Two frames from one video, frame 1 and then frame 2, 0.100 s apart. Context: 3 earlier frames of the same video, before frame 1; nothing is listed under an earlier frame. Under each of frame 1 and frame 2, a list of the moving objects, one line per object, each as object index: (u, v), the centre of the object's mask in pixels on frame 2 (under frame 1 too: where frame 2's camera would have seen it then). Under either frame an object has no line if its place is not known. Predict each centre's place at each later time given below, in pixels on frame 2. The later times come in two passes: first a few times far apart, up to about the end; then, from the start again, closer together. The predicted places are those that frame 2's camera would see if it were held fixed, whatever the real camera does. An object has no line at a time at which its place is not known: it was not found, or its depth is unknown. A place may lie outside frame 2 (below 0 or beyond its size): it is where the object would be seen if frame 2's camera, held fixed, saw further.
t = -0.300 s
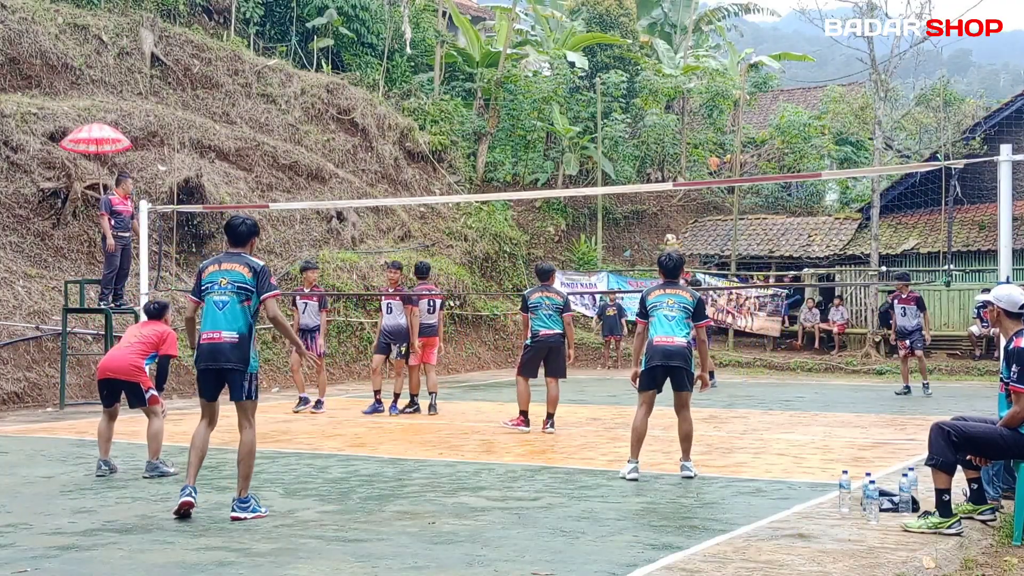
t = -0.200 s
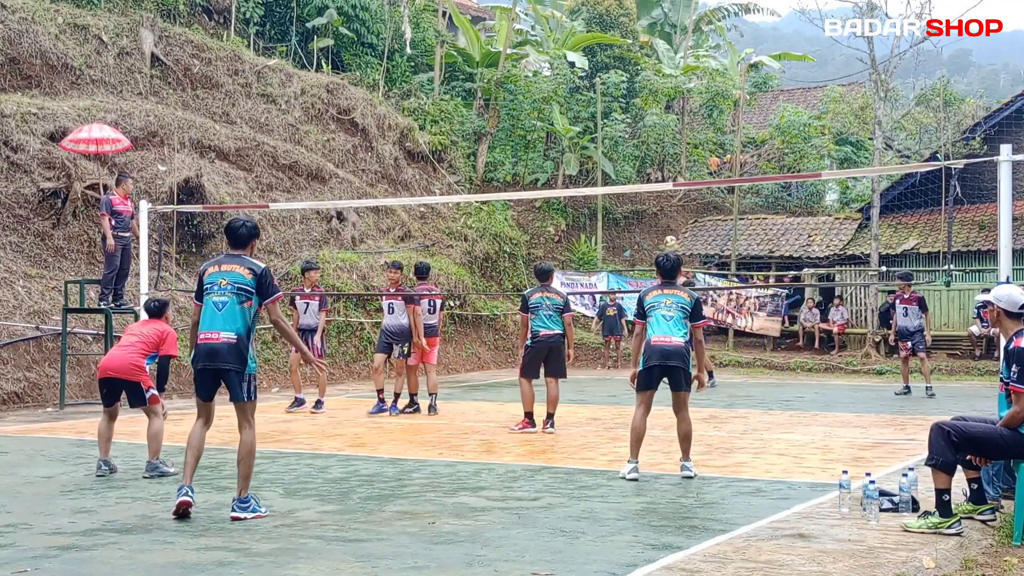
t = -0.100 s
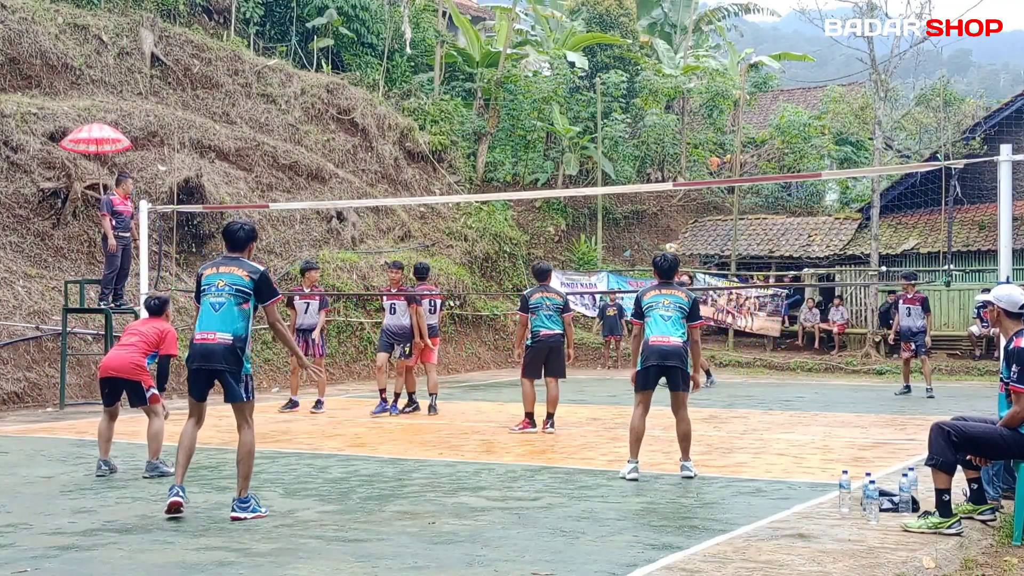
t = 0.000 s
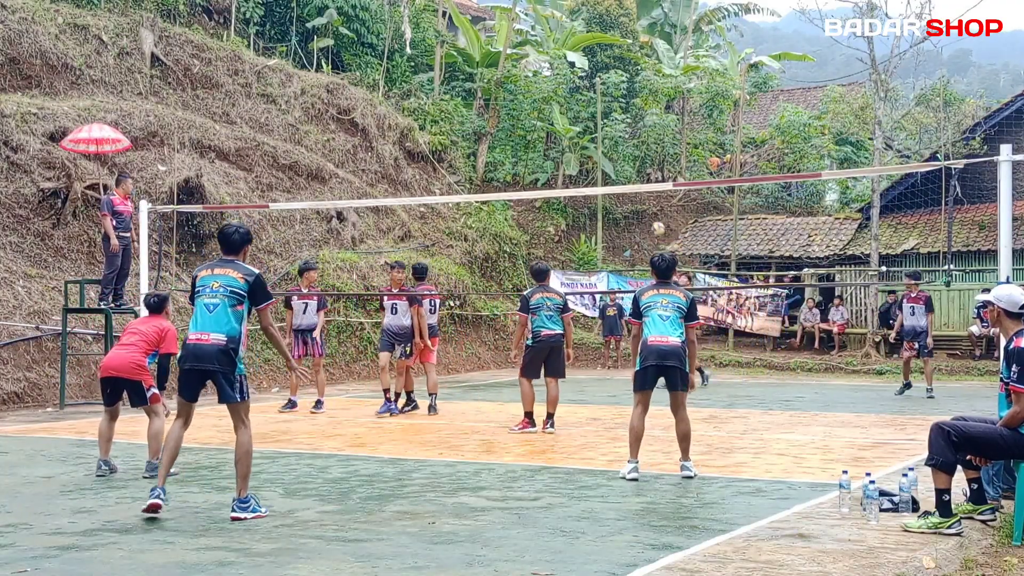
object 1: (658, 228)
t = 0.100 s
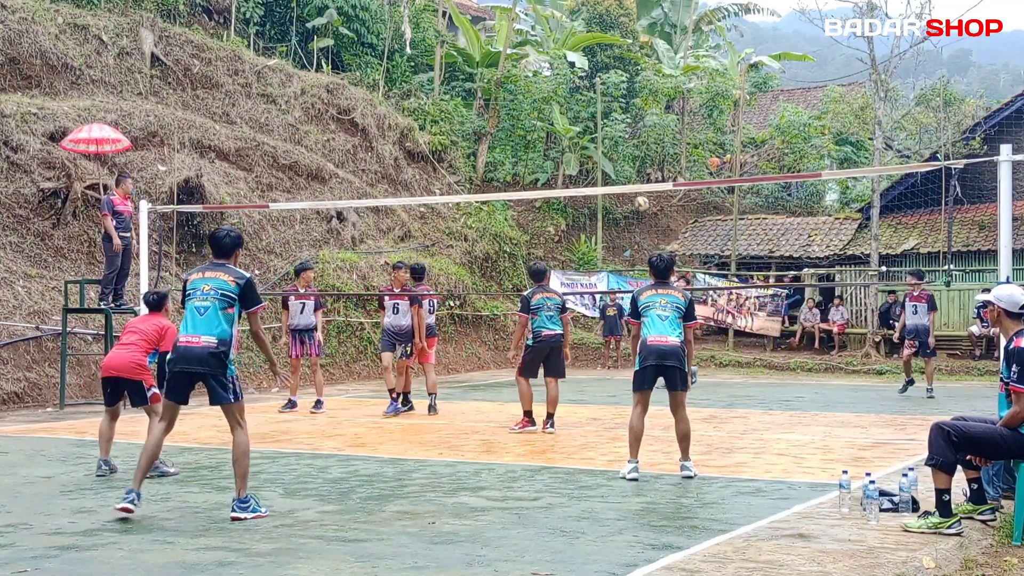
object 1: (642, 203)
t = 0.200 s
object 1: (624, 180)
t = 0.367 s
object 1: (593, 156)
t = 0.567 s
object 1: (552, 148)
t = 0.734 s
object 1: (511, 172)
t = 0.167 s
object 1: (629, 184)
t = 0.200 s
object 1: (624, 180)
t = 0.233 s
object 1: (618, 175)
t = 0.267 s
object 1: (612, 170)
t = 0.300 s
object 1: (606, 165)
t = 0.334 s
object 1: (599, 160)
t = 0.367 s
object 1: (593, 156)
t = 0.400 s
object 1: (587, 153)
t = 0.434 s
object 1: (580, 150)
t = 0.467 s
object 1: (573, 147)
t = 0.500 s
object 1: (566, 147)
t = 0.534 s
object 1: (559, 147)
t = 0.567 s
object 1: (552, 148)
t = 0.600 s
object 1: (544, 150)
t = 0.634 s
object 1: (536, 153)
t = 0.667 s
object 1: (528, 158)
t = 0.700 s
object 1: (520, 164)
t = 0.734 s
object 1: (511, 172)
